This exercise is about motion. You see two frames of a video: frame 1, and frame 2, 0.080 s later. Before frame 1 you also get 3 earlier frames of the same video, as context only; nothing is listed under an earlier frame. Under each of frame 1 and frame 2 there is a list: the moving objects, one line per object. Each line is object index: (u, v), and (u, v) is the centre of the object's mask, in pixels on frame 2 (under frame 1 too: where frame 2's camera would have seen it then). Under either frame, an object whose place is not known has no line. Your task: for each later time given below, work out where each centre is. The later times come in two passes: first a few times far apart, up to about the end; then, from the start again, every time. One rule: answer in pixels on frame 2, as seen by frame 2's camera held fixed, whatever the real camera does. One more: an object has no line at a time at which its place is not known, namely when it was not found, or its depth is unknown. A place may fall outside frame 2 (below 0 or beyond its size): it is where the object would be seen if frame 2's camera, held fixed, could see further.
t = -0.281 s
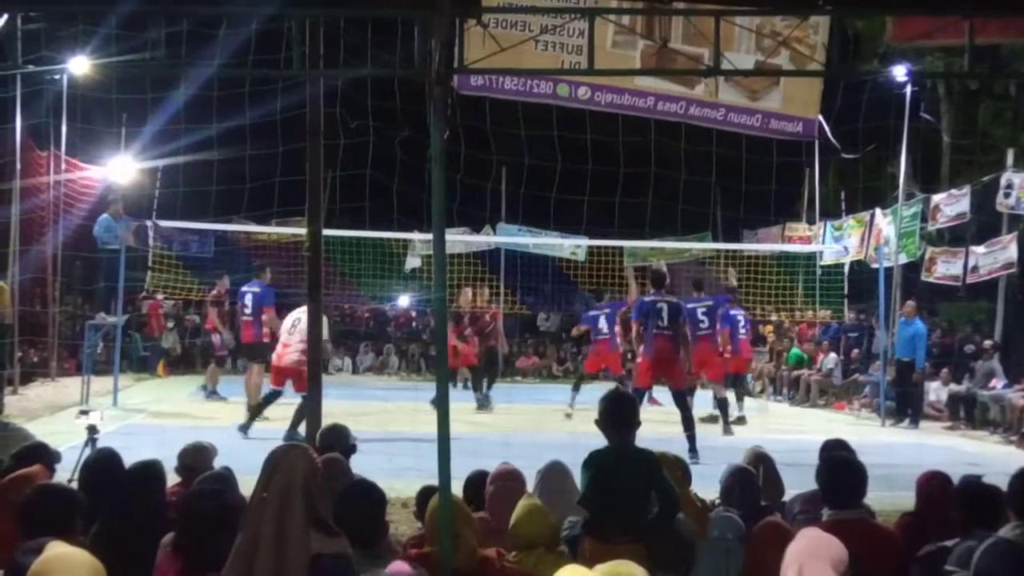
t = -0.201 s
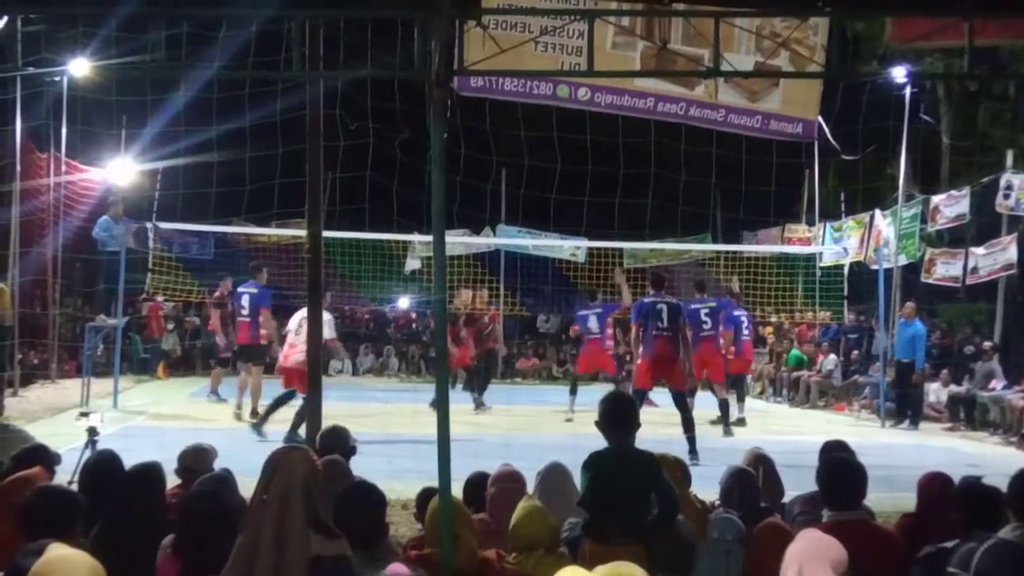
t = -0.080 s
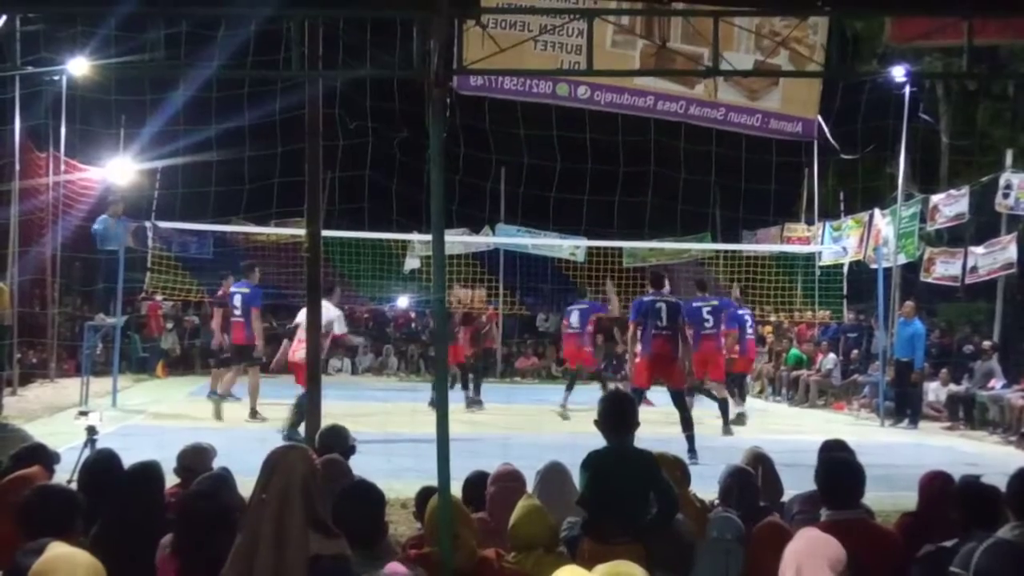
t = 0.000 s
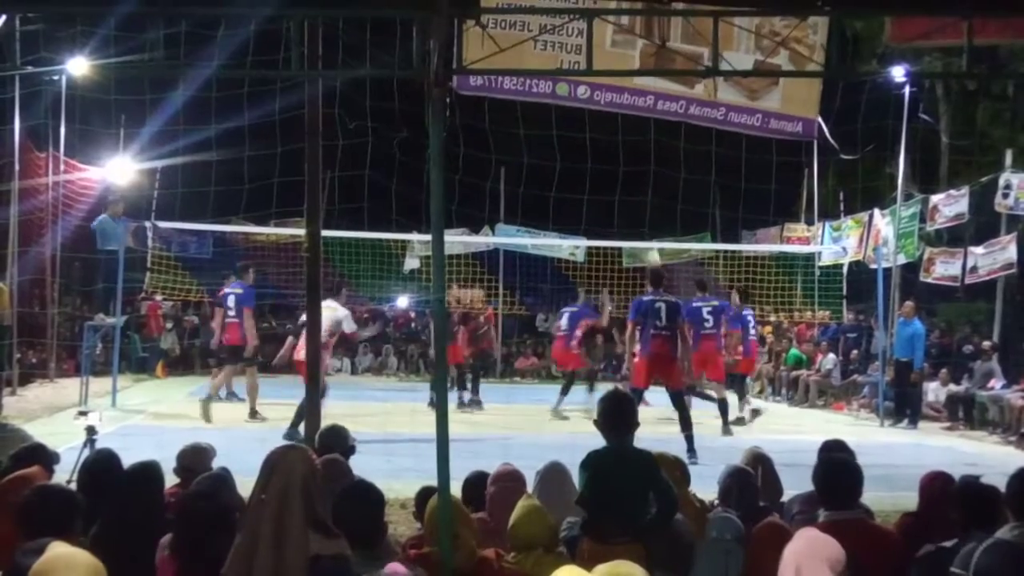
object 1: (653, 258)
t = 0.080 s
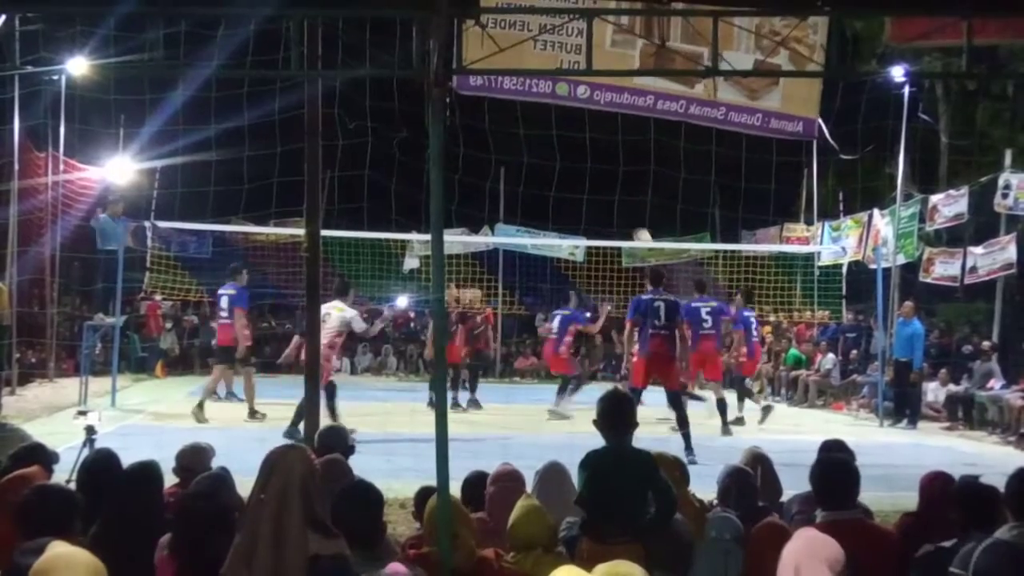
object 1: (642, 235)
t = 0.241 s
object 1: (623, 209)
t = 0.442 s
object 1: (599, 199)
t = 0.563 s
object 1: (583, 206)
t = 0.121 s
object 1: (638, 229)
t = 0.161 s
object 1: (633, 221)
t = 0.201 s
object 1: (629, 215)
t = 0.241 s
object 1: (623, 209)
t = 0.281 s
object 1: (618, 205)
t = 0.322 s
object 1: (614, 202)
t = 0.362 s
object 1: (609, 200)
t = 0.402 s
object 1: (603, 199)
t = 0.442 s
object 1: (599, 199)
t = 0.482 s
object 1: (594, 201)
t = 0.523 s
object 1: (588, 203)
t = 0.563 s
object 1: (583, 206)
